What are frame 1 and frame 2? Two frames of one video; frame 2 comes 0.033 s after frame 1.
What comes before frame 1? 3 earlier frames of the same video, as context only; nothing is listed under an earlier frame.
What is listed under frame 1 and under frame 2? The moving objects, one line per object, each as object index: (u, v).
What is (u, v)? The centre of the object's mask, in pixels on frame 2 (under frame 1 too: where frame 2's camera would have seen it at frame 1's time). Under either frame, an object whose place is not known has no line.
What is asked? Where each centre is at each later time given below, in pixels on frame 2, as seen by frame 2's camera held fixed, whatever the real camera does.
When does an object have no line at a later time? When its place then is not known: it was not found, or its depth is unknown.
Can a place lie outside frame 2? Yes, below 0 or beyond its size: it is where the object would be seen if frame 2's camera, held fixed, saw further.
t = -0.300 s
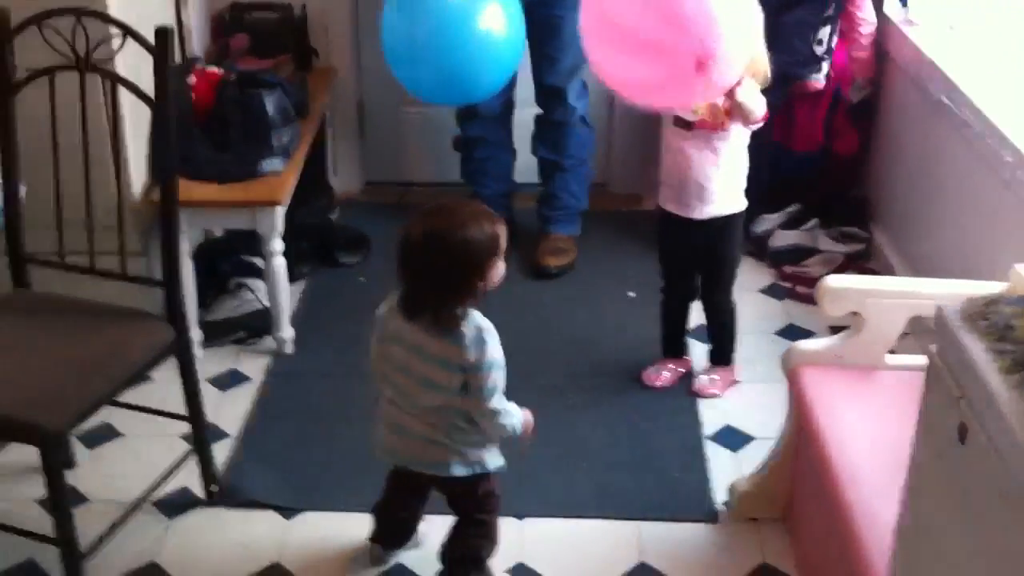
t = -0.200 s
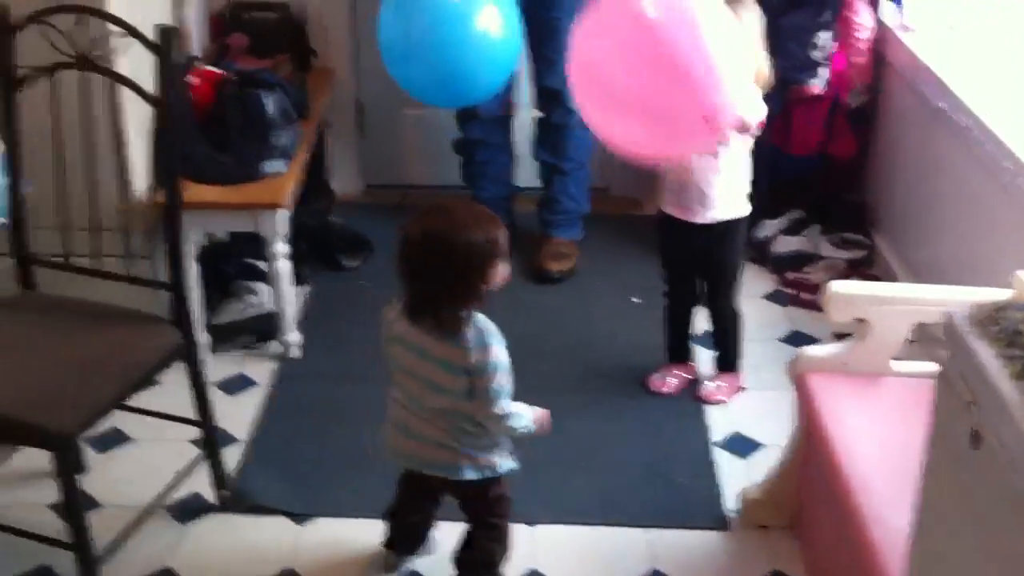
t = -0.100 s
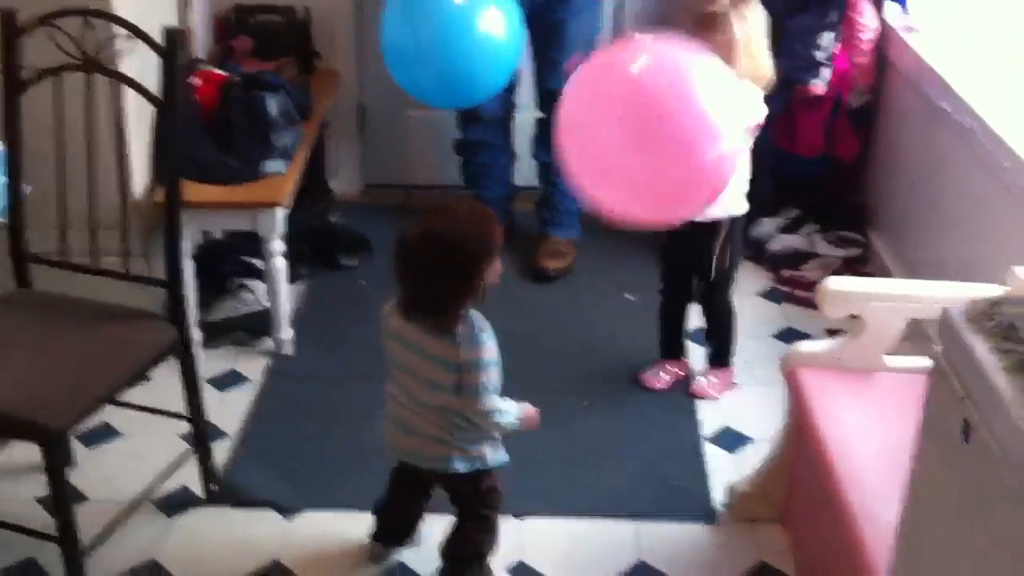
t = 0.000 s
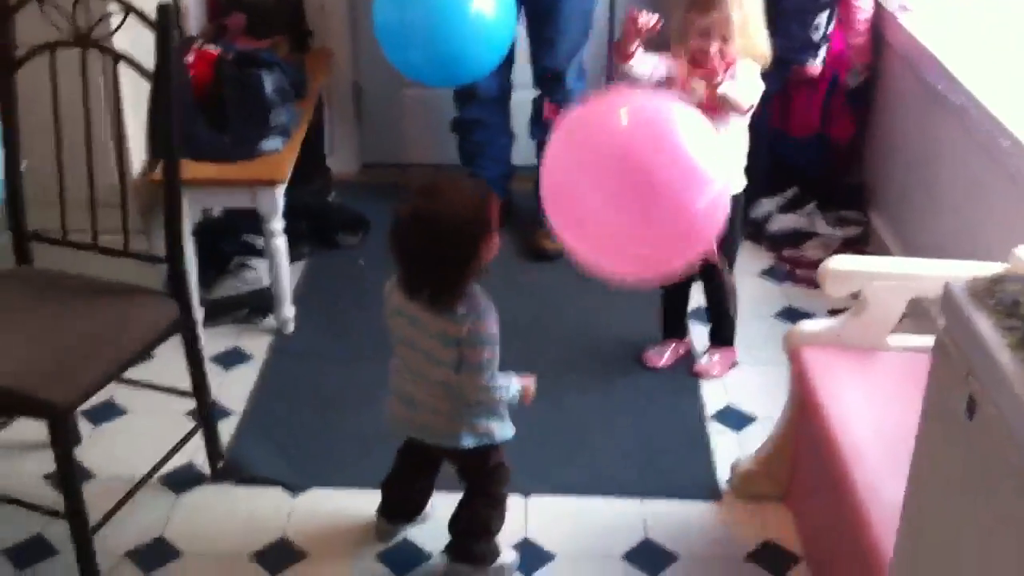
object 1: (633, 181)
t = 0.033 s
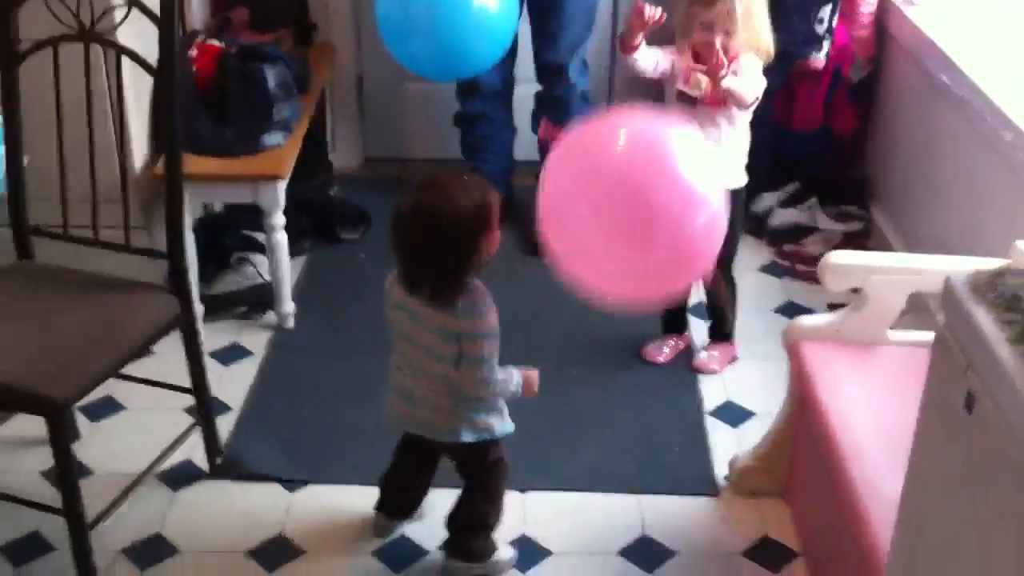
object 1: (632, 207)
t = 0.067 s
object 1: (629, 236)
